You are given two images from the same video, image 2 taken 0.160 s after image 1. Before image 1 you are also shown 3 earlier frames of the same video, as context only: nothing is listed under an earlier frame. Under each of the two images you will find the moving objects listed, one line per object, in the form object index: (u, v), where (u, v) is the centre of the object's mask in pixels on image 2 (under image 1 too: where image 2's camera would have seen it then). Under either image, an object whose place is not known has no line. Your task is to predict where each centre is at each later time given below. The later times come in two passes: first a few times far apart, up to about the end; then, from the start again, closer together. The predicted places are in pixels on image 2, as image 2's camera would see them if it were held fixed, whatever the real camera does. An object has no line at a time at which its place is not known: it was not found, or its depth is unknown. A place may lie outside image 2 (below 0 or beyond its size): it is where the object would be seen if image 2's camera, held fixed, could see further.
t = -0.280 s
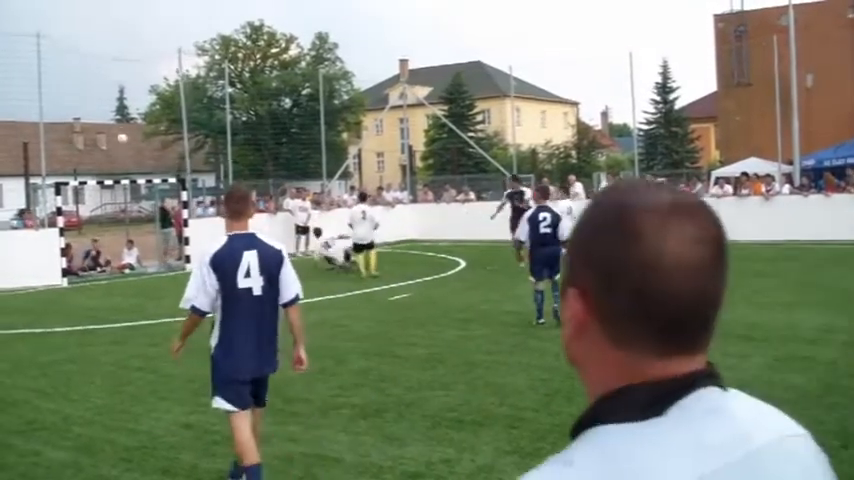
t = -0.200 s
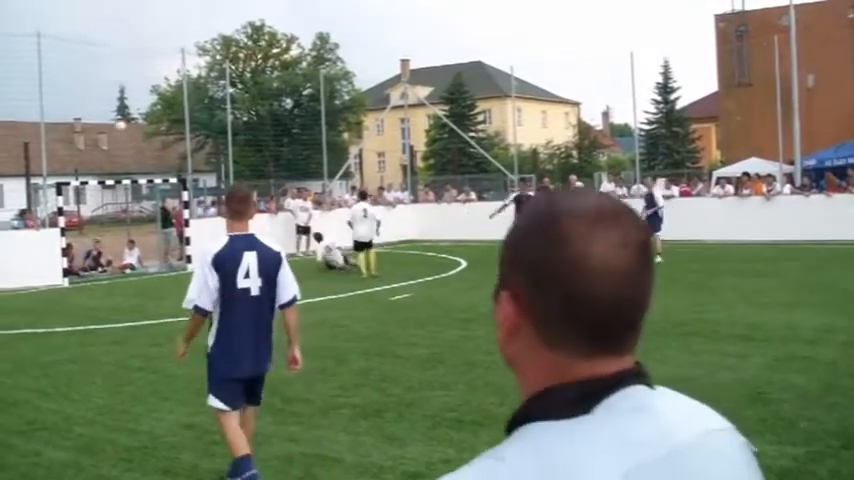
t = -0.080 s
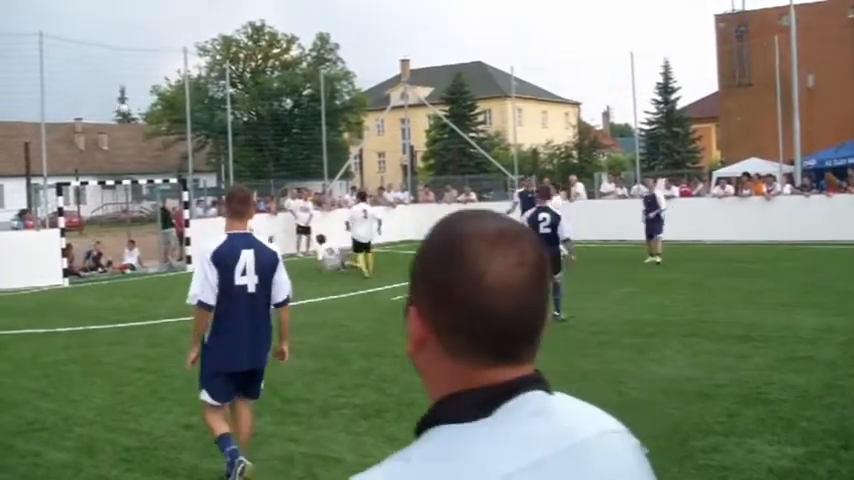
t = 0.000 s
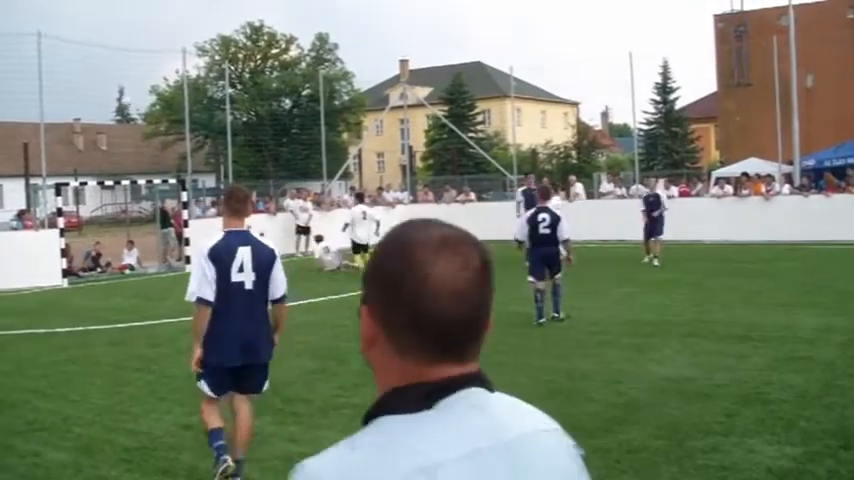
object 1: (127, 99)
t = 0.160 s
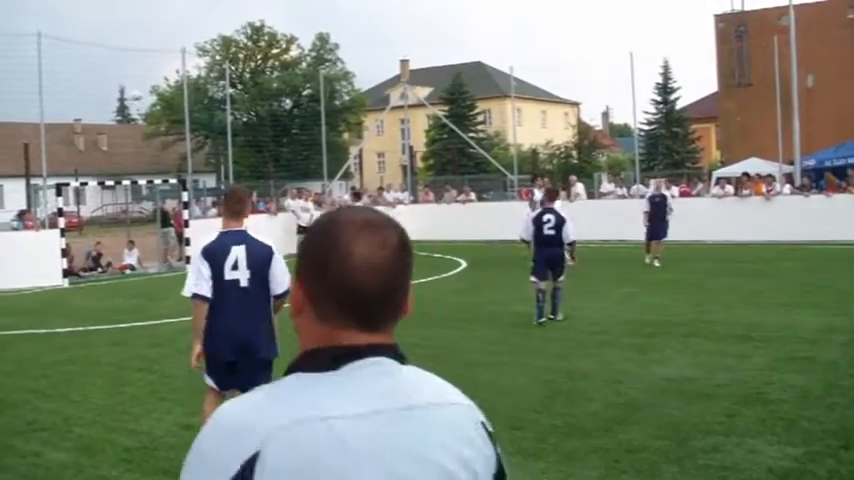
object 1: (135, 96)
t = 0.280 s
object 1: (146, 98)
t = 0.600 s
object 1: (172, 142)
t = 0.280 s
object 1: (146, 98)
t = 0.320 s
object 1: (149, 98)
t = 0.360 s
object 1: (151, 100)
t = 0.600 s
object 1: (172, 142)
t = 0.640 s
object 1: (176, 152)
